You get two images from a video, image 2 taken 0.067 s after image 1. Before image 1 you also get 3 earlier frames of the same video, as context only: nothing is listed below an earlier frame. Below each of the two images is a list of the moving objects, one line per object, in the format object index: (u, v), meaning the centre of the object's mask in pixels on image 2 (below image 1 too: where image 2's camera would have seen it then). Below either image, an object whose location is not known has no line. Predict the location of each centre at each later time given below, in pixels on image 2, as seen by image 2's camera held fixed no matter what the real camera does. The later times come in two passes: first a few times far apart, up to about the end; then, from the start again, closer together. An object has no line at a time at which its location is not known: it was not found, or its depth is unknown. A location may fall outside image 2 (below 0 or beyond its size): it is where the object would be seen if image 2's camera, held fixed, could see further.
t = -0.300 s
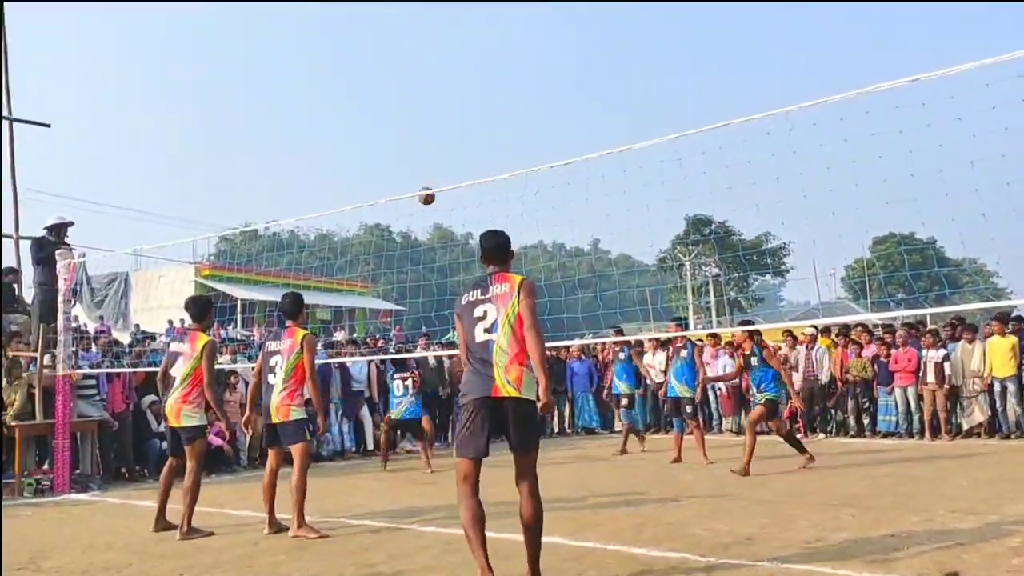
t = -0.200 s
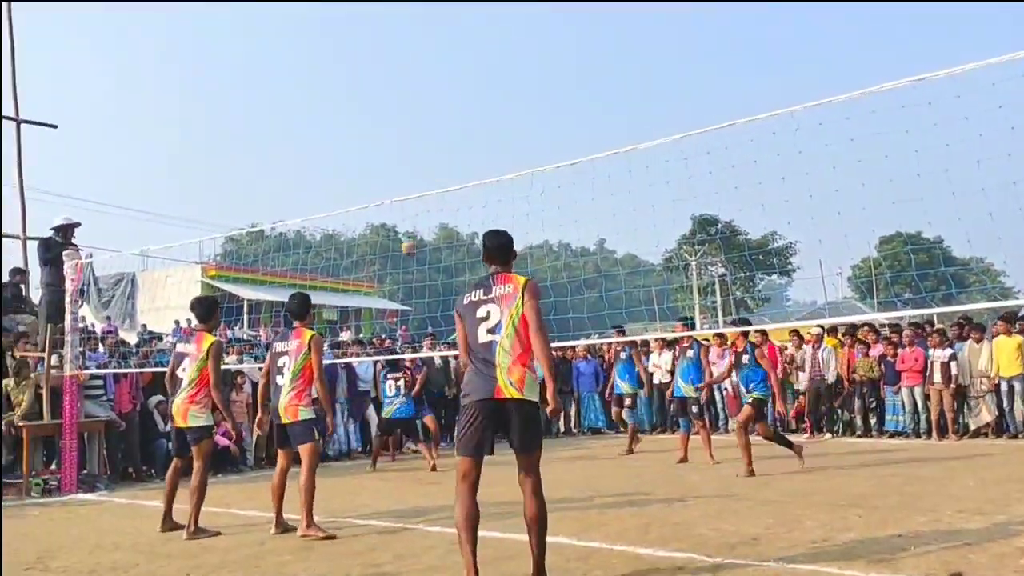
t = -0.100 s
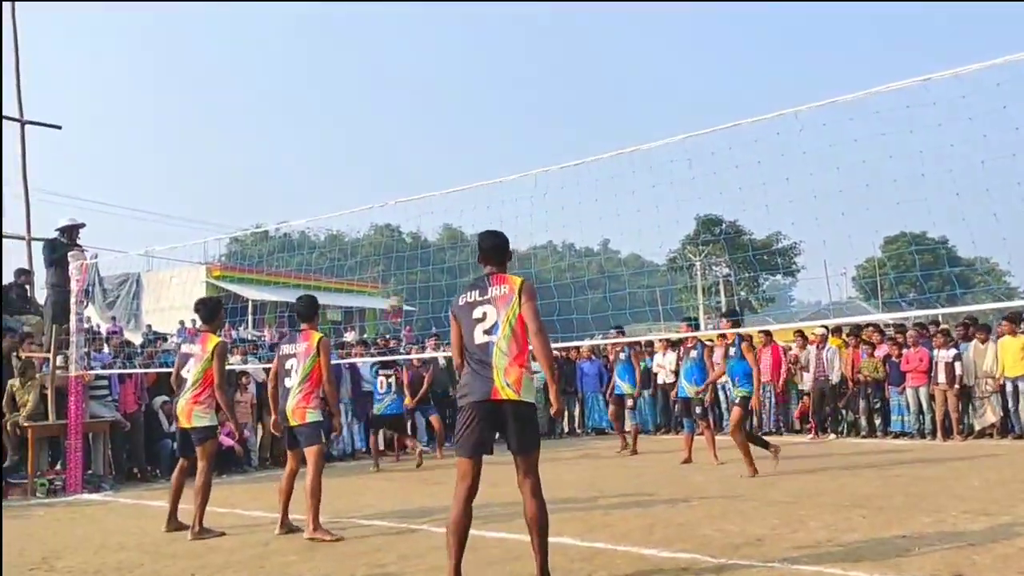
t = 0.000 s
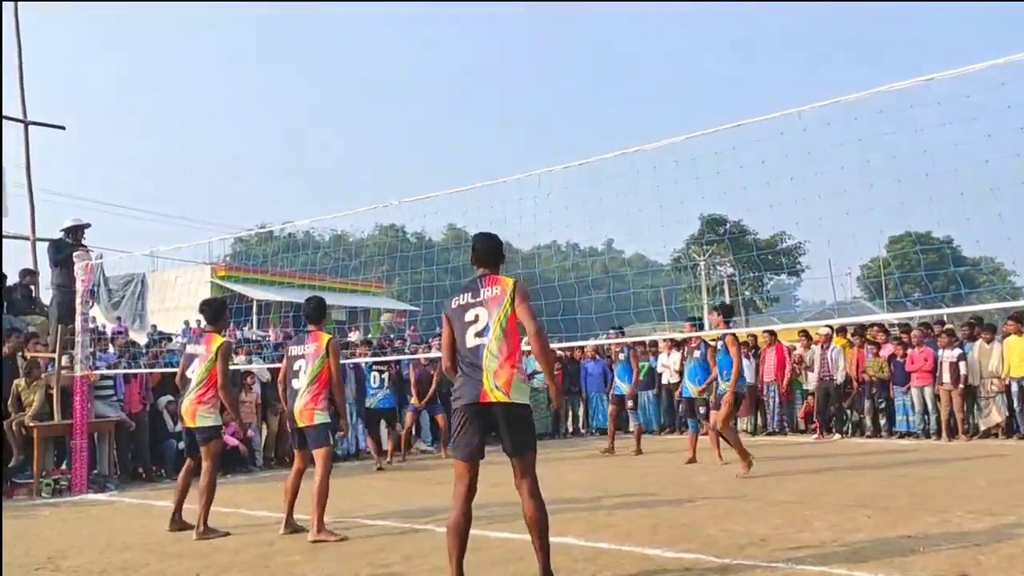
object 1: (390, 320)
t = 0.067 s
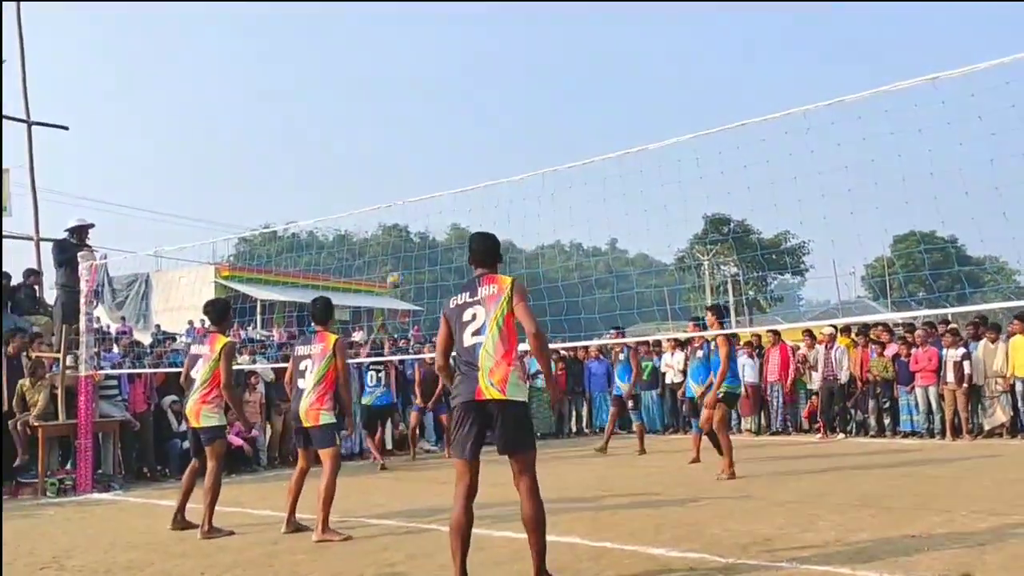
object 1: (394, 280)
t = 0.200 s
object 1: (403, 209)
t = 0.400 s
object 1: (413, 125)
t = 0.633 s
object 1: (427, 64)
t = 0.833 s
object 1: (440, 43)
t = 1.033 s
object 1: (454, 52)
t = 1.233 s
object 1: (470, 93)
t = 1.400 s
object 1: (483, 154)
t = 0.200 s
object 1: (403, 209)
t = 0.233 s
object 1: (404, 192)
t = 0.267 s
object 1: (406, 177)
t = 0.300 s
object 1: (407, 163)
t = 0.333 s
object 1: (409, 150)
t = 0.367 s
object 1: (411, 137)
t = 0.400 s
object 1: (413, 125)
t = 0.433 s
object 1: (415, 114)
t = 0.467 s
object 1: (416, 104)
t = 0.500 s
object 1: (418, 94)
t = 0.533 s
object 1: (420, 85)
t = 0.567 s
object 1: (422, 77)
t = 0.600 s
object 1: (424, 70)
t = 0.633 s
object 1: (427, 64)
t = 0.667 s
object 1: (429, 58)
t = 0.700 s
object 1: (431, 54)
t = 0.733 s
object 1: (433, 49)
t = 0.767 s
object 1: (435, 47)
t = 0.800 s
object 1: (438, 44)
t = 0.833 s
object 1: (440, 43)
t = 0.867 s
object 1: (442, 42)
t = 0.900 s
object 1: (445, 43)
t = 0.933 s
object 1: (446, 43)
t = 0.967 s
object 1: (449, 45)
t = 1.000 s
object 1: (451, 48)
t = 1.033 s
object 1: (454, 52)
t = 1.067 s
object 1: (457, 56)
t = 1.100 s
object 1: (459, 62)
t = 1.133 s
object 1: (462, 68)
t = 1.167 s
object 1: (465, 76)
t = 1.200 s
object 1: (467, 84)
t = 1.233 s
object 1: (470, 93)
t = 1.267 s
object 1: (473, 104)
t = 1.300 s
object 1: (475, 115)
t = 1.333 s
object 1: (478, 127)
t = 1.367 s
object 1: (480, 140)
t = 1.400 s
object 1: (483, 154)
